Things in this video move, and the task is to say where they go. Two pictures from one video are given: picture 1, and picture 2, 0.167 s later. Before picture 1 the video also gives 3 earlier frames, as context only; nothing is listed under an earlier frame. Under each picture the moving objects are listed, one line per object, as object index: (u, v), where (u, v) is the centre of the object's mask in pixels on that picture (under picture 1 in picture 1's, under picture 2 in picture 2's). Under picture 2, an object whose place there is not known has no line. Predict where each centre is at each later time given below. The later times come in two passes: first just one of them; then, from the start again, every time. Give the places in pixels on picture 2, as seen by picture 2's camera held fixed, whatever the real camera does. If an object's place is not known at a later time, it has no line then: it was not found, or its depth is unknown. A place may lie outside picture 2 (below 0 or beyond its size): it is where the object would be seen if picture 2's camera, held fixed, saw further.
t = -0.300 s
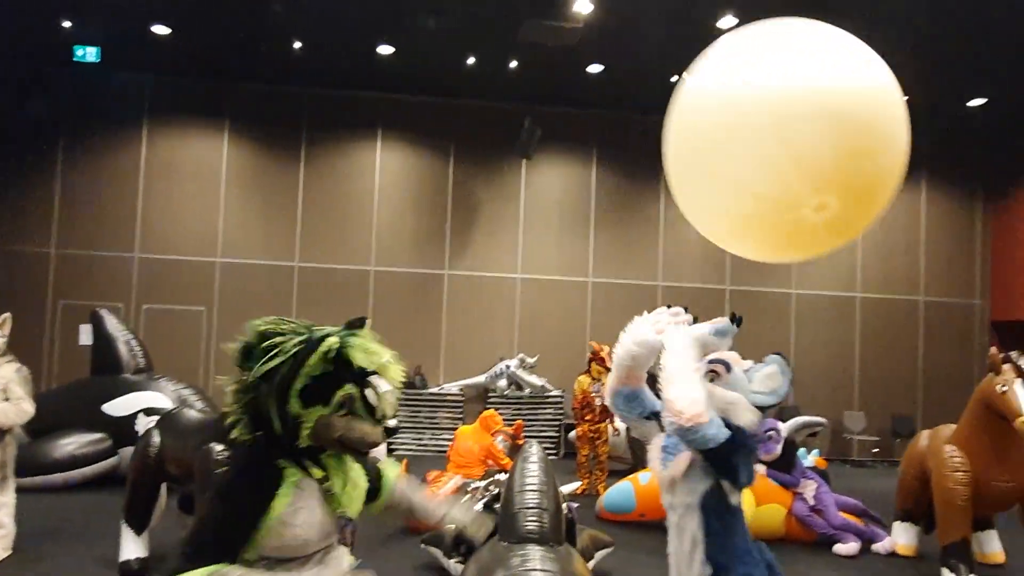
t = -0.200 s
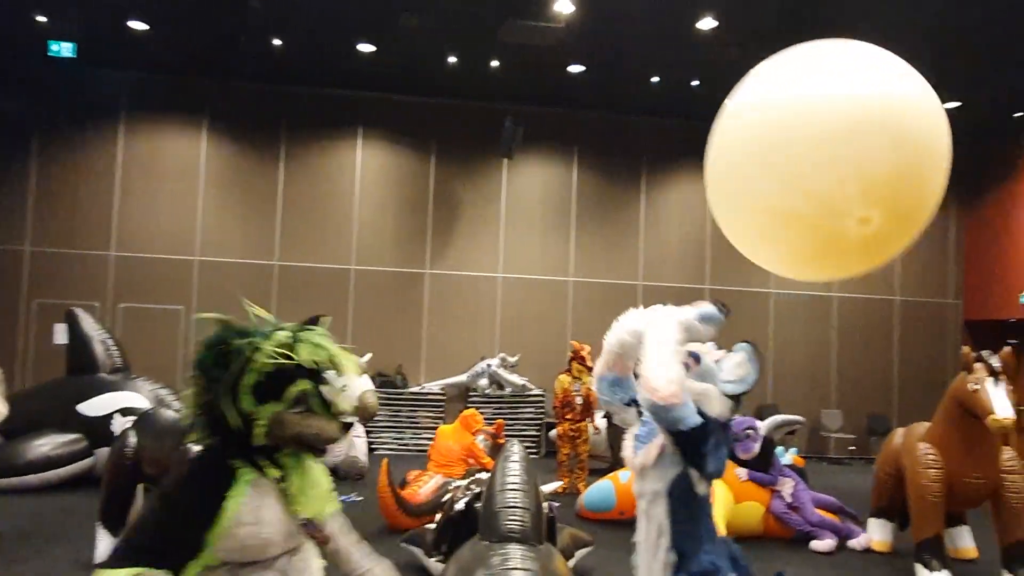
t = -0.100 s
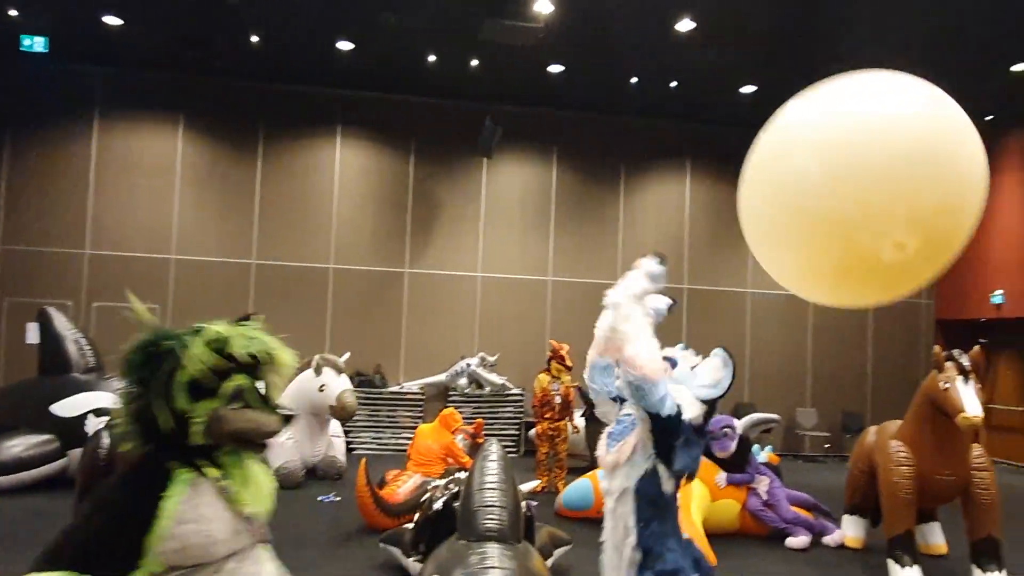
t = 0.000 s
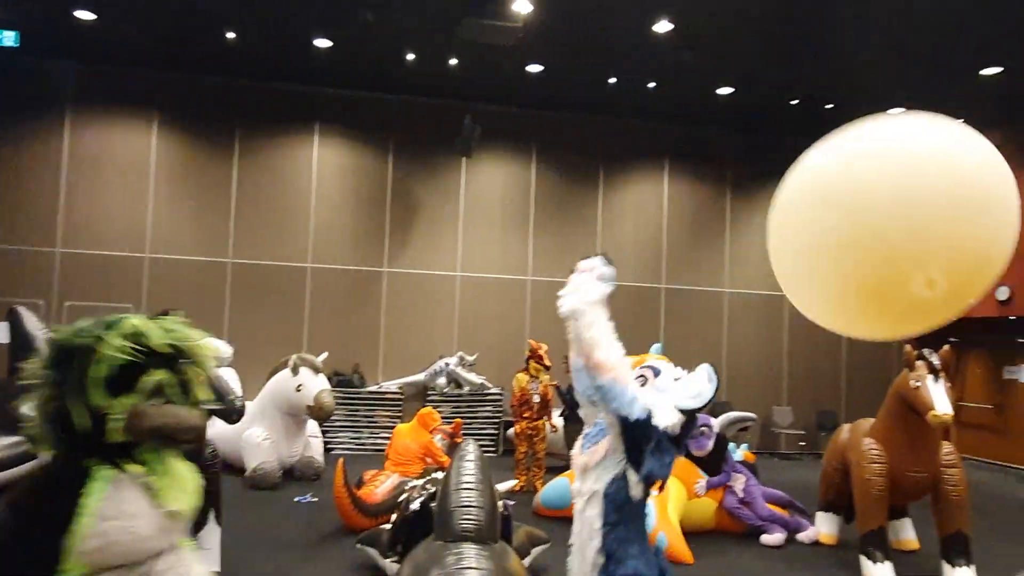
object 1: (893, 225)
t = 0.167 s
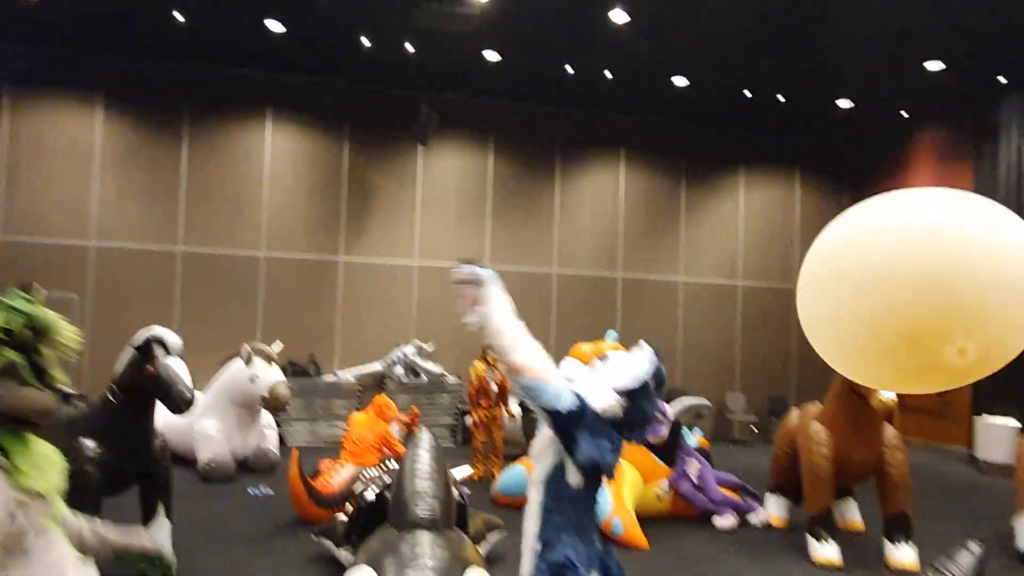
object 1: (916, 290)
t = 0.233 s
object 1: (946, 325)
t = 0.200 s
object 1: (931, 308)
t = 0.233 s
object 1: (946, 325)
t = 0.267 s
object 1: (961, 344)
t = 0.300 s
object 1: (975, 364)
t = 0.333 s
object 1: (993, 385)
